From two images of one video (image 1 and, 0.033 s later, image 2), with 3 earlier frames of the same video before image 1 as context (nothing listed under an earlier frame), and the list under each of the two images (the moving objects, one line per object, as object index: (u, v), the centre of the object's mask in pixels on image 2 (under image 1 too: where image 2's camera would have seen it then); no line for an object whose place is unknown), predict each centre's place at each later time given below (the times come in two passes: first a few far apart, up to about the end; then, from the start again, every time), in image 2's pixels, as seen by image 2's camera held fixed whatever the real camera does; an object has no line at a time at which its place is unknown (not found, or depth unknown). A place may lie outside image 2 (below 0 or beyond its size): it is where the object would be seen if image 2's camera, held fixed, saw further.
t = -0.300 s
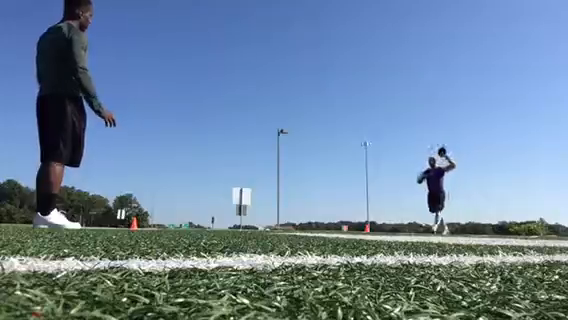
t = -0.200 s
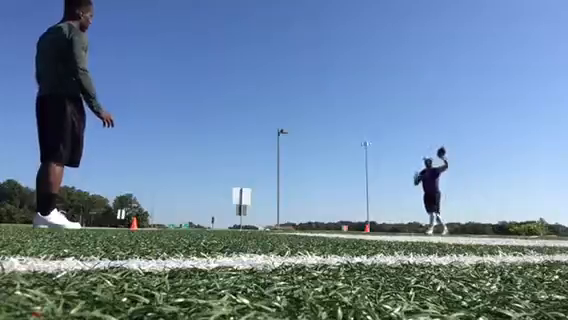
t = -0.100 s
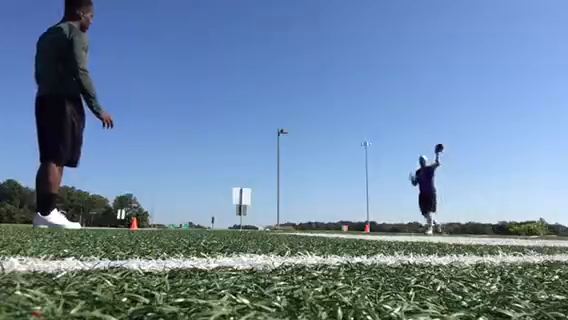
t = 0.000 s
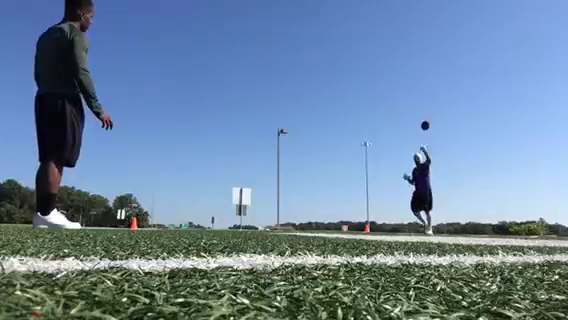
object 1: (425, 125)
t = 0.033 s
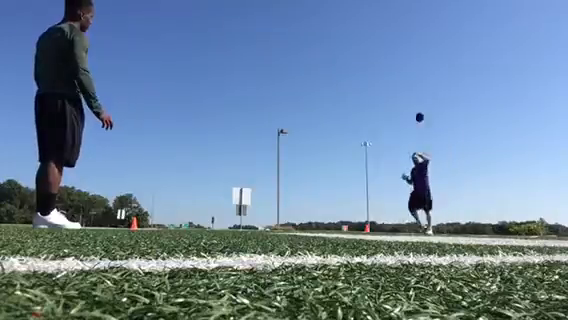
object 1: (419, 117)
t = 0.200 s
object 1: (389, 78)
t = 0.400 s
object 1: (345, 37)
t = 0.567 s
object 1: (298, 12)
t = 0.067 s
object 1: (413, 109)
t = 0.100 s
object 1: (407, 101)
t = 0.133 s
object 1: (402, 93)
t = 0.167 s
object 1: (395, 85)
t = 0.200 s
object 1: (389, 78)
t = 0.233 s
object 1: (382, 71)
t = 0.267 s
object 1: (375, 64)
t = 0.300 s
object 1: (368, 57)
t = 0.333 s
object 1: (361, 50)
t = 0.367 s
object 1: (353, 43)
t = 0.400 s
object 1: (345, 37)
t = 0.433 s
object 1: (337, 32)
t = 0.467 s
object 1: (328, 26)
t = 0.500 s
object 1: (319, 21)
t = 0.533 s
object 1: (309, 16)
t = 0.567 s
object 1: (298, 12)
